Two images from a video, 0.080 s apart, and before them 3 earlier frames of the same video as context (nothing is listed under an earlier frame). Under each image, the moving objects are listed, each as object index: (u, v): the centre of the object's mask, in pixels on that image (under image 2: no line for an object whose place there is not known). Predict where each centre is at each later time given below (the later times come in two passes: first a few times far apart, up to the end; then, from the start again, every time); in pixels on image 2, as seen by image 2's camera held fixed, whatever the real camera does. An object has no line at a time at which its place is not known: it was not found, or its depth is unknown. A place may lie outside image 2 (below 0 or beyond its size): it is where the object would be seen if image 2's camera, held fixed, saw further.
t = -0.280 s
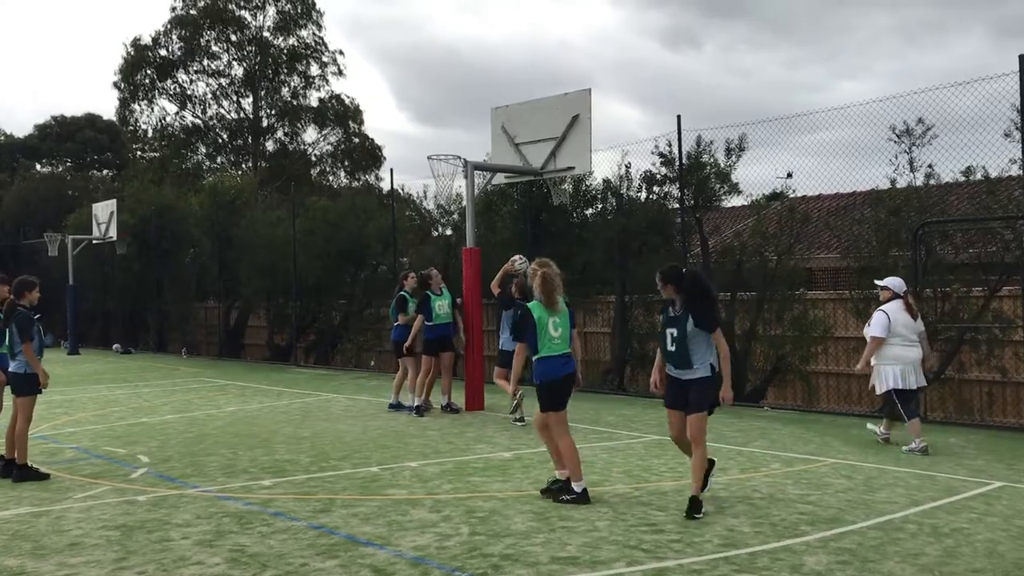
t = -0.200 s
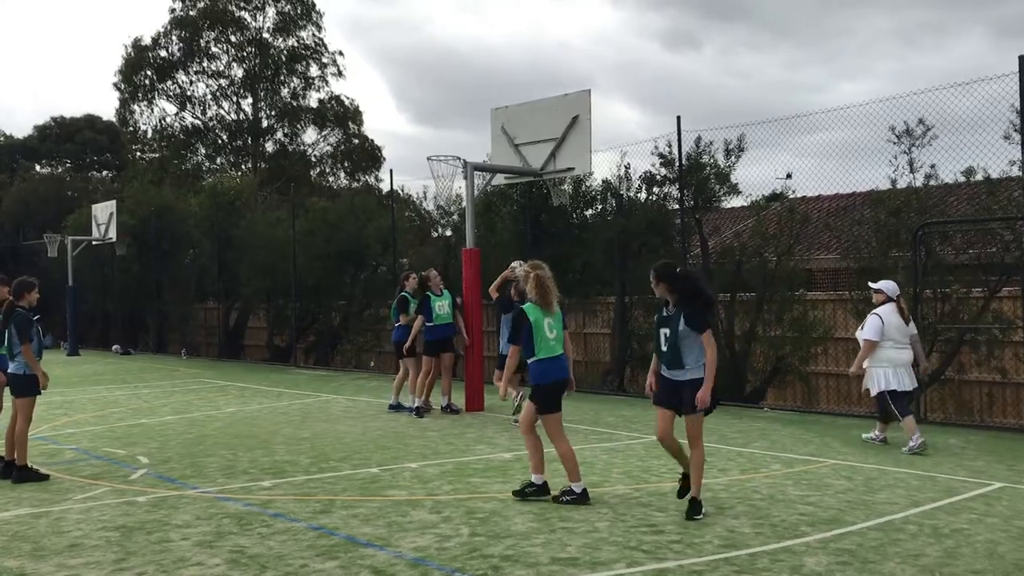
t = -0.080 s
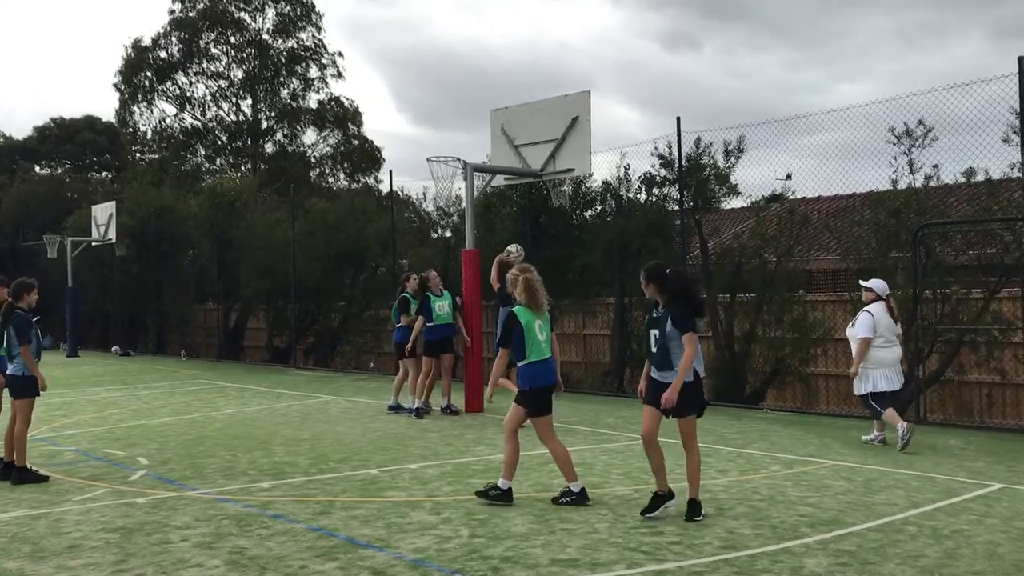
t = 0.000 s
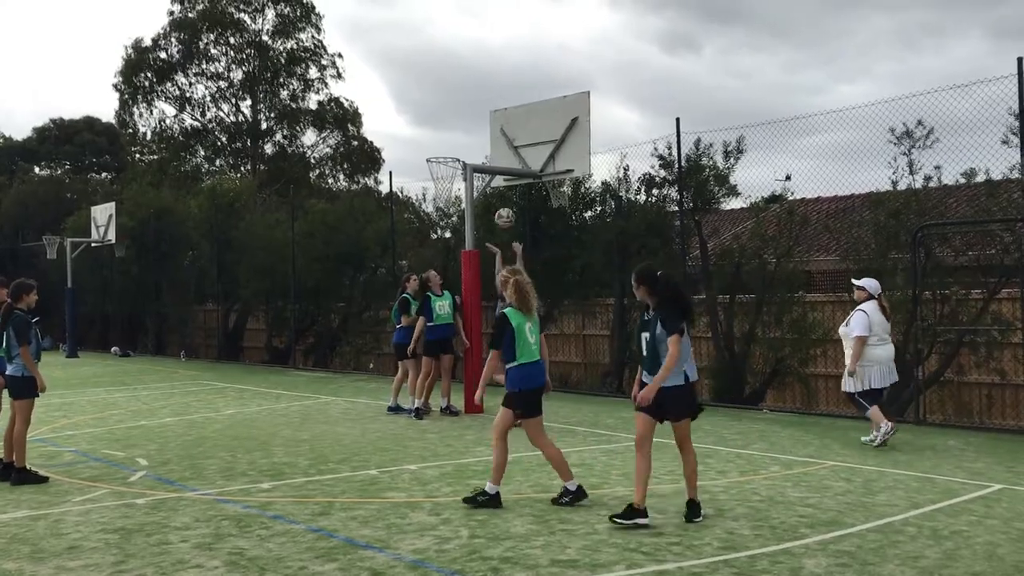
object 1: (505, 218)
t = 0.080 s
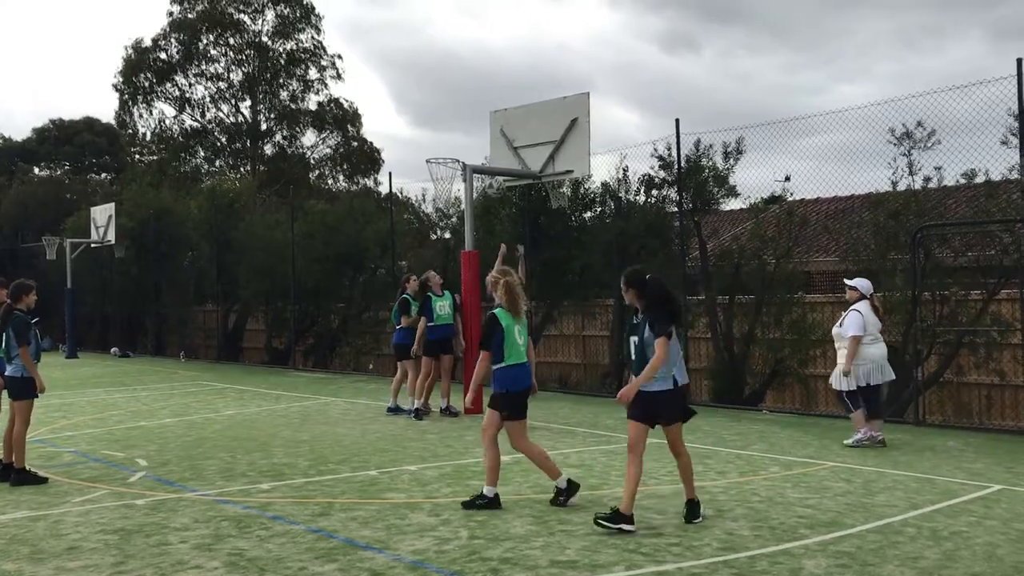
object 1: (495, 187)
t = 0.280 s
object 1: (475, 138)
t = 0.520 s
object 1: (456, 127)
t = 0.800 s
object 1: (438, 144)
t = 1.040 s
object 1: (432, 142)
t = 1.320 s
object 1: (440, 156)
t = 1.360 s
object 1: (441, 160)
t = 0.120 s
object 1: (491, 176)
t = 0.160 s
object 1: (489, 166)
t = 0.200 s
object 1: (483, 155)
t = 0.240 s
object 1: (480, 148)
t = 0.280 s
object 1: (475, 138)
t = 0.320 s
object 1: (472, 134)
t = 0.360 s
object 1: (469, 130)
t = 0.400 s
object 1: (465, 127)
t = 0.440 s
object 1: (462, 126)
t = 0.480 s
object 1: (458, 126)
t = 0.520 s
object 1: (456, 127)
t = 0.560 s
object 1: (453, 130)
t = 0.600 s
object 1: (449, 134)
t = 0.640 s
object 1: (447, 139)
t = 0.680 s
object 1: (445, 143)
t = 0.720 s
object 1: (442, 153)
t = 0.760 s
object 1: (440, 149)
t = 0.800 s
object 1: (438, 144)
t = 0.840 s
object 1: (437, 141)
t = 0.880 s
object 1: (436, 139)
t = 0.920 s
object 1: (435, 138)
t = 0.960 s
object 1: (434, 138)
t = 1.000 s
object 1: (432, 140)
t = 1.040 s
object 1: (432, 142)
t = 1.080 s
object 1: (431, 146)
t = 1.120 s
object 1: (430, 151)
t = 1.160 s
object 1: (432, 150)
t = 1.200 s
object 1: (434, 149)
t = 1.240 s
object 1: (435, 150)
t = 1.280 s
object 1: (437, 152)
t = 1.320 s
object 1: (440, 156)
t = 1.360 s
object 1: (441, 160)
